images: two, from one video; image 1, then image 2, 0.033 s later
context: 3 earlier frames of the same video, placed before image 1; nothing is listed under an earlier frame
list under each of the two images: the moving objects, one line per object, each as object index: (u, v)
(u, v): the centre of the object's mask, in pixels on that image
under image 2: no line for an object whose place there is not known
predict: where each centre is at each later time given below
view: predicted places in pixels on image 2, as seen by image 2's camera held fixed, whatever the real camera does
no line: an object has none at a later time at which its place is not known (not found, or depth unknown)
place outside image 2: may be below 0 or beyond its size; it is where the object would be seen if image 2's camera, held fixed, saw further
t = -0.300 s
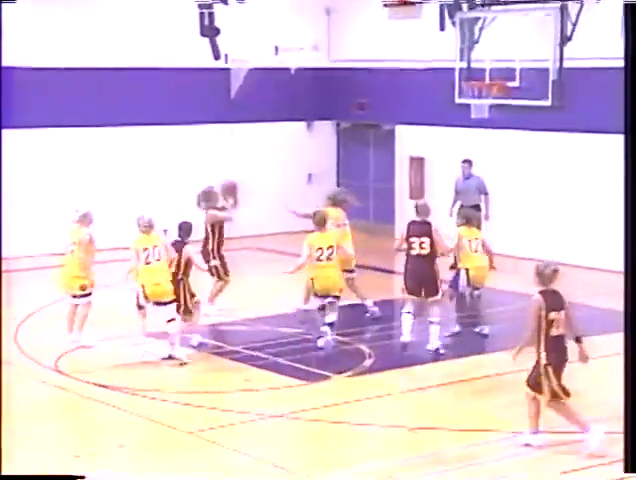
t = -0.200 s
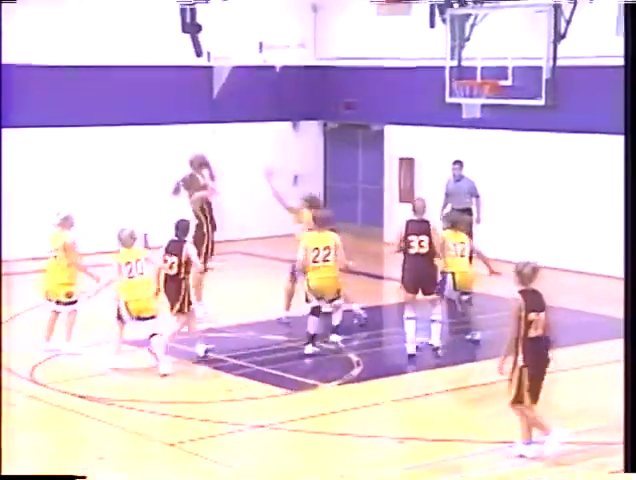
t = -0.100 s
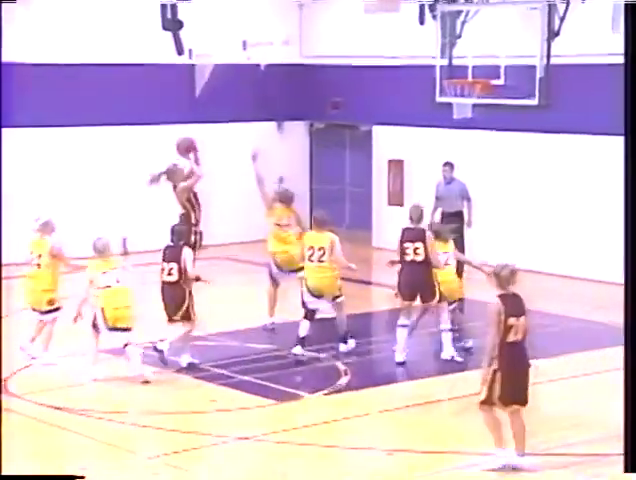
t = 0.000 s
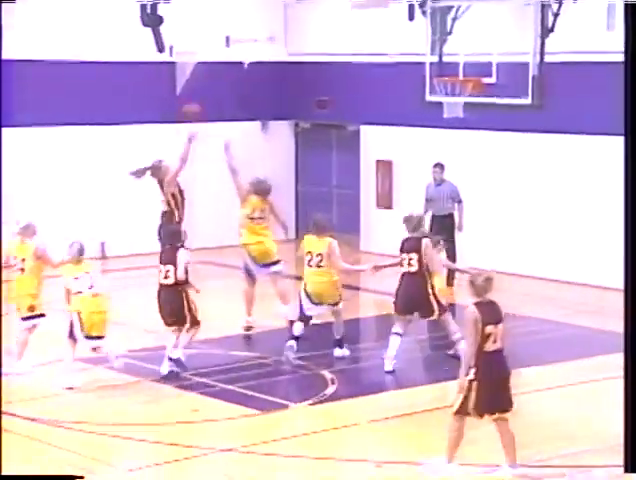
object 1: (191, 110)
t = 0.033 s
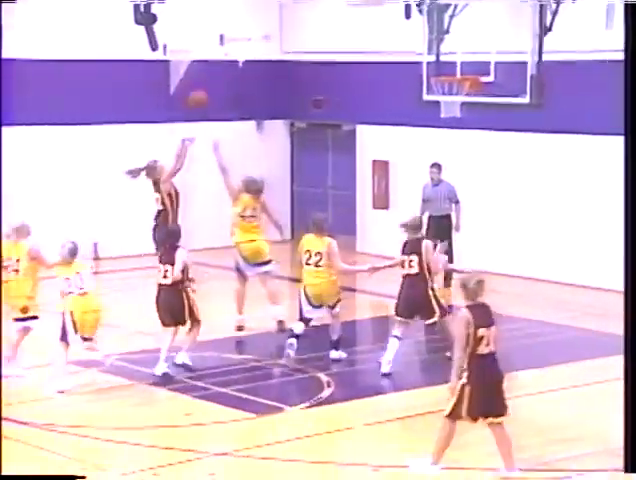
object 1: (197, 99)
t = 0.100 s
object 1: (221, 76)
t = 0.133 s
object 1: (231, 67)
